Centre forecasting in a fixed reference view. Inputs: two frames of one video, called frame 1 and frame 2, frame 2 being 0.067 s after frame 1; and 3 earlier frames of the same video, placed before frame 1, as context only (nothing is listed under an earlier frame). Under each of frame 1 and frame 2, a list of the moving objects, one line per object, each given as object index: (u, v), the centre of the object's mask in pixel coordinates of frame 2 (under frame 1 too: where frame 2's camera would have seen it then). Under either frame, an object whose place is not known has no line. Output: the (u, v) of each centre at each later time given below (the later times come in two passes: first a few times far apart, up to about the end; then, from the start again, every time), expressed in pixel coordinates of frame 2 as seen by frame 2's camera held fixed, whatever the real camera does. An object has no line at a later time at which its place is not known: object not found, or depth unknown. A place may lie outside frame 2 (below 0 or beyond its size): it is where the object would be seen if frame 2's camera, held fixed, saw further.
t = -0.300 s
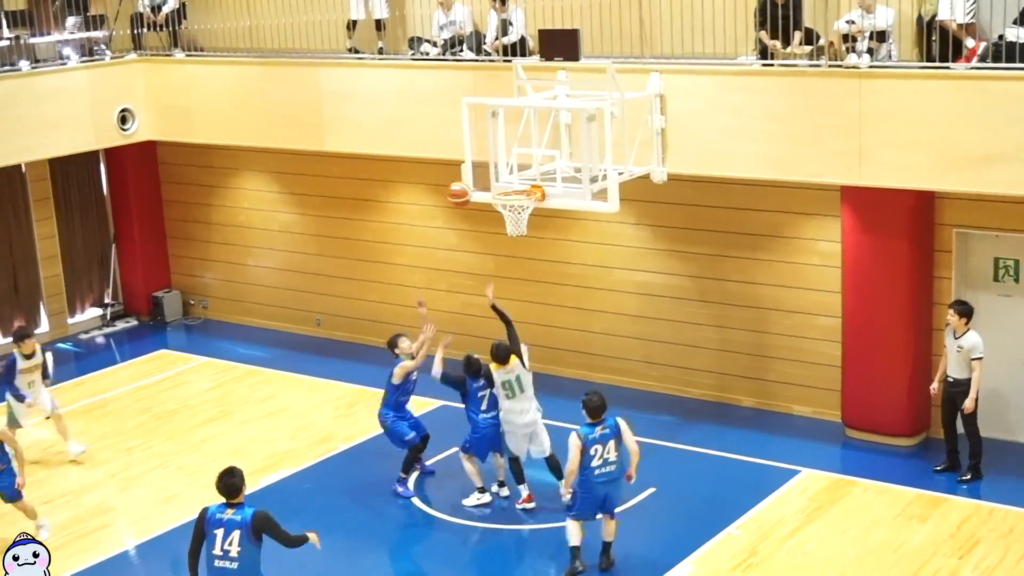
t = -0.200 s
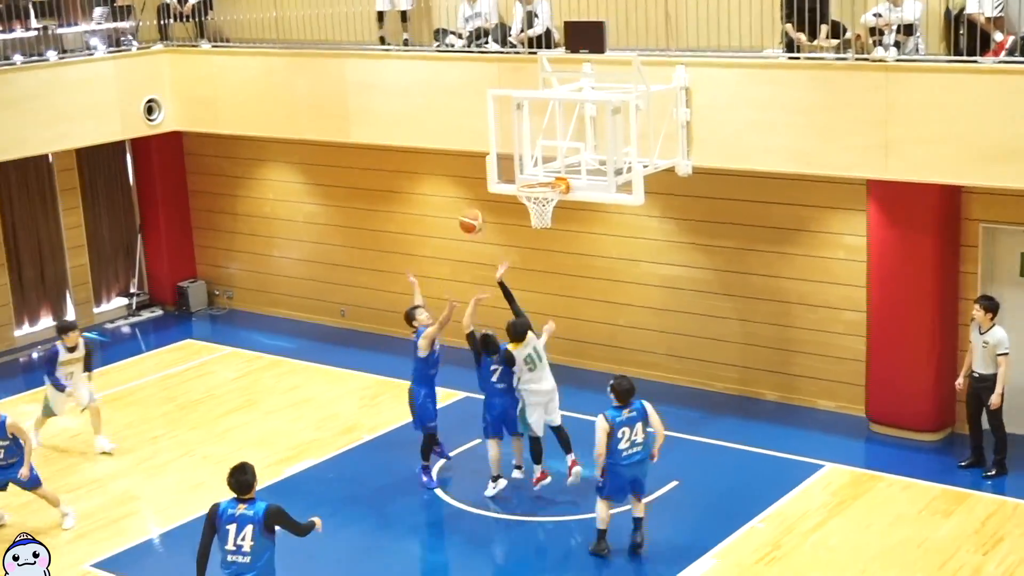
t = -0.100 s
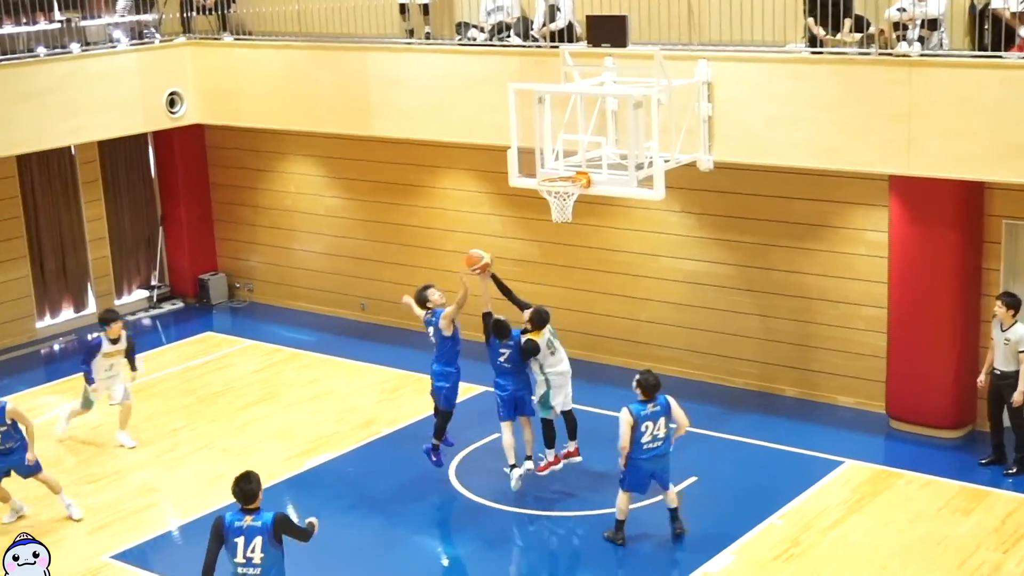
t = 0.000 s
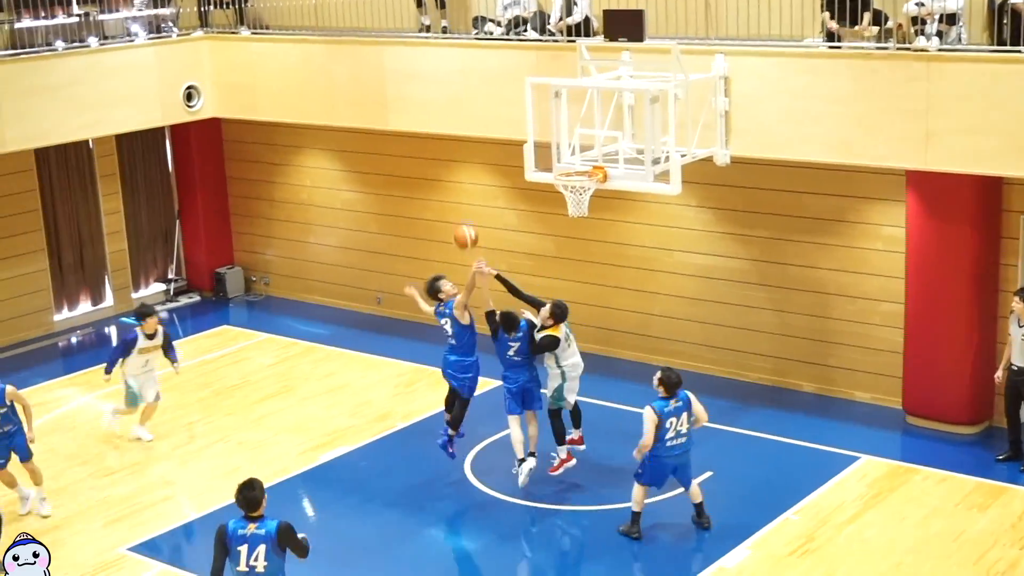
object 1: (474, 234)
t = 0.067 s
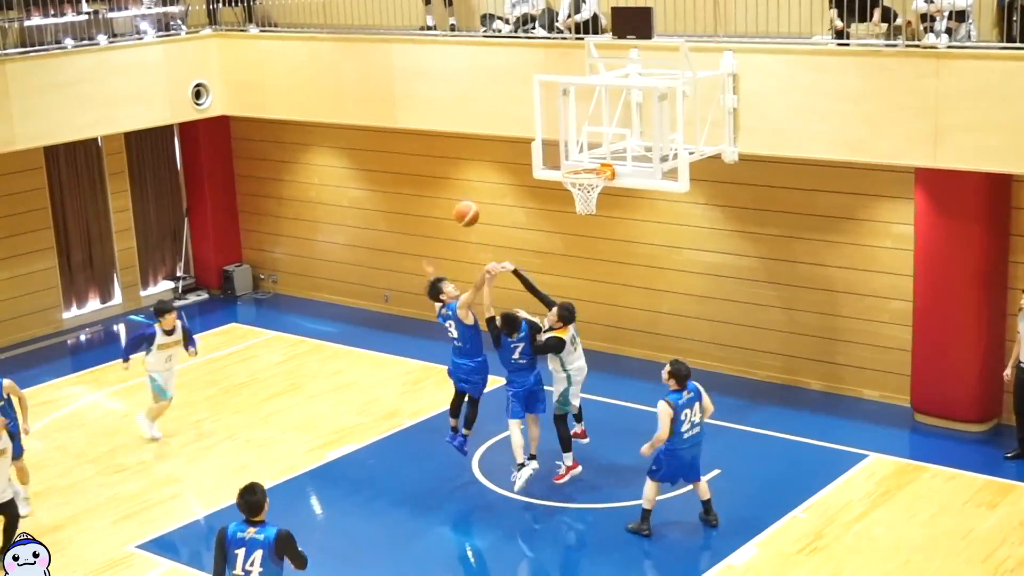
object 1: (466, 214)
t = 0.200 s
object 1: (453, 181)
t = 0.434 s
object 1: (431, 168)
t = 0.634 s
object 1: (413, 205)
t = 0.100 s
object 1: (463, 204)
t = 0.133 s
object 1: (459, 196)
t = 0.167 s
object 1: (456, 188)
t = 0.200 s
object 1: (453, 181)
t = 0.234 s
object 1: (449, 176)
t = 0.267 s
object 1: (446, 172)
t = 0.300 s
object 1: (443, 169)
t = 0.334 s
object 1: (439, 167)
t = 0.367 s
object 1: (437, 166)
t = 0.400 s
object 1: (433, 167)
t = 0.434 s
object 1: (431, 168)
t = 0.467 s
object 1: (427, 172)
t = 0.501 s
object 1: (425, 176)
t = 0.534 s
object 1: (421, 181)
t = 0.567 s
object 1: (418, 188)
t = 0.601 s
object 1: (415, 196)
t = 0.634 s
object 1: (413, 205)
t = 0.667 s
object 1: (410, 216)
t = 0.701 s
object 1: (407, 229)
